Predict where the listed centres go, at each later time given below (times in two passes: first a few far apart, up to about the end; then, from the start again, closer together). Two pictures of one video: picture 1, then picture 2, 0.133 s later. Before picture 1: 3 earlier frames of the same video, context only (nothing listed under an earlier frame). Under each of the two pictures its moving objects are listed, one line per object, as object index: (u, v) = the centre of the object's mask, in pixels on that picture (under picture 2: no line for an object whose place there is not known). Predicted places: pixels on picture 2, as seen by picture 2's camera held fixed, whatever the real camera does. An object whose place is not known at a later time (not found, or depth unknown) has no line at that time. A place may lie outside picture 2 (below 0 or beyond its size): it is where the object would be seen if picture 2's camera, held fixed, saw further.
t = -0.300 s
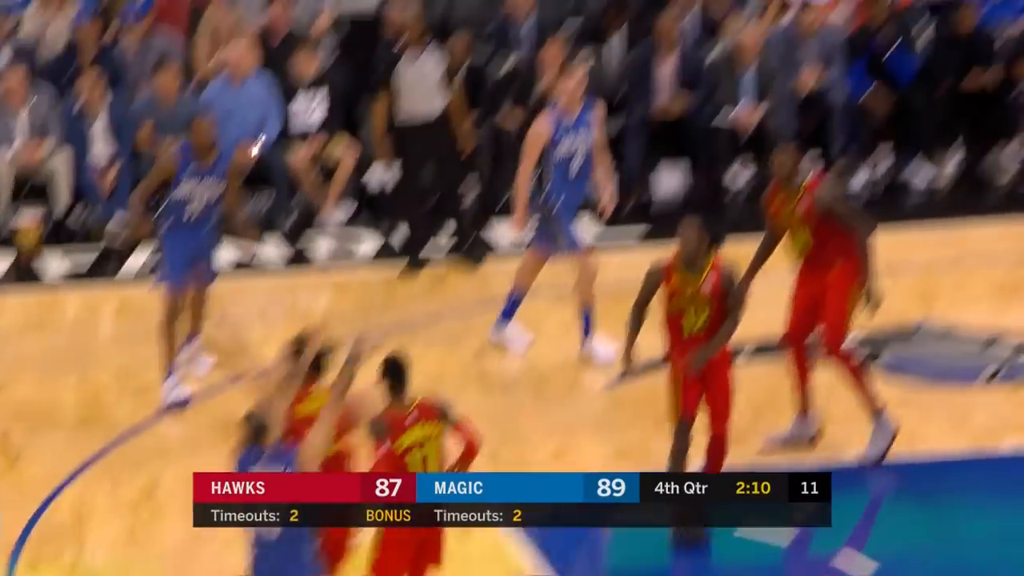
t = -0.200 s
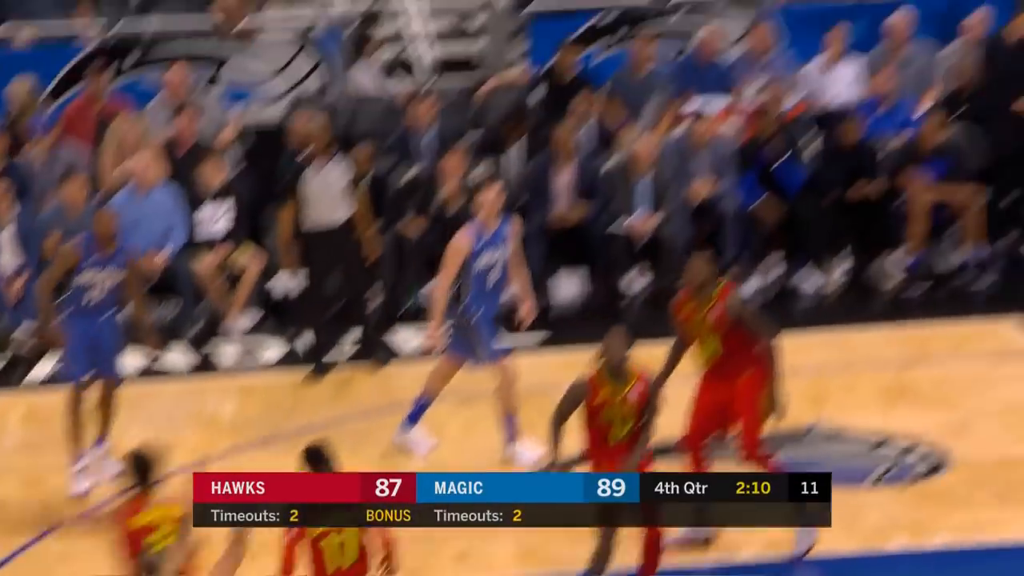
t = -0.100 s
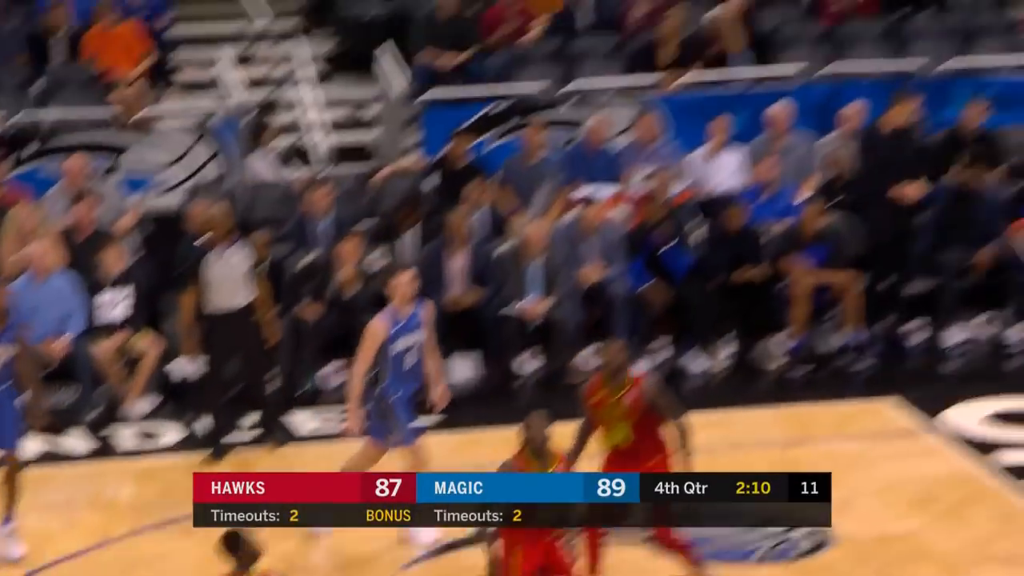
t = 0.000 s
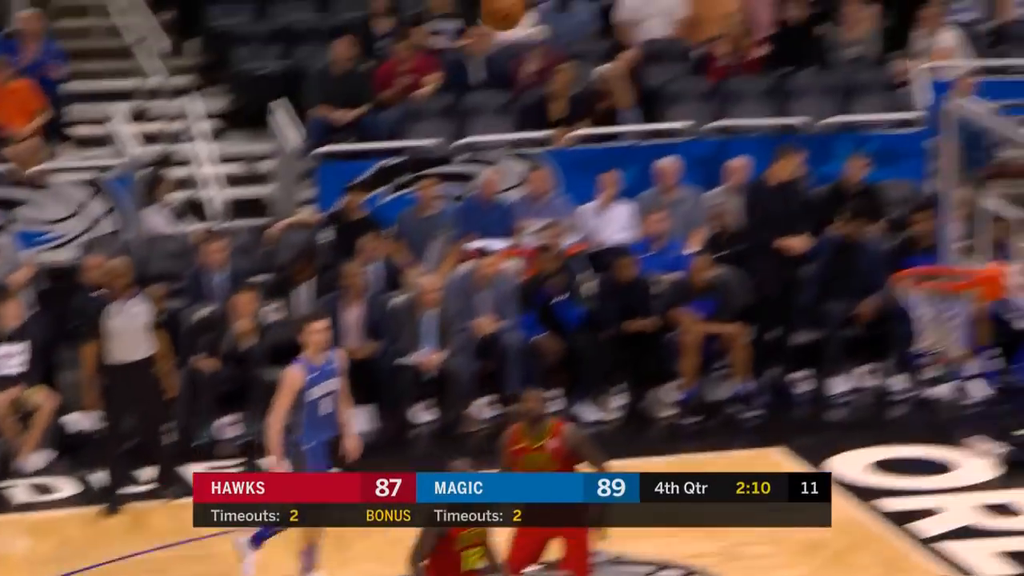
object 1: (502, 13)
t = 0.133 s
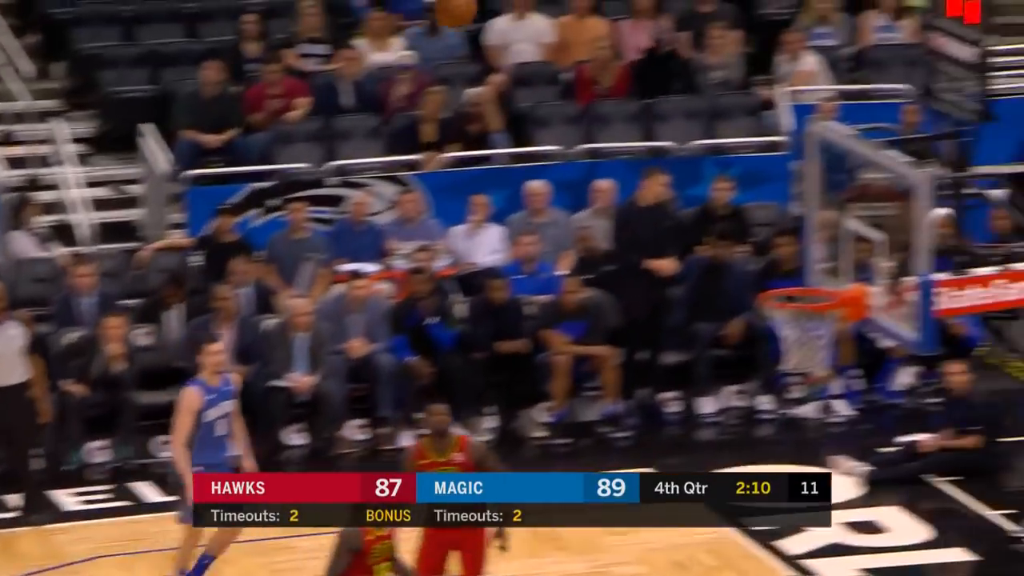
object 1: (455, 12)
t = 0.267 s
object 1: (531, 14)
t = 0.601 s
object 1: (715, 148)
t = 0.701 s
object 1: (767, 220)
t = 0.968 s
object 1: (736, 418)
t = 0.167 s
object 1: (473, 11)
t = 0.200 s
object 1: (493, 11)
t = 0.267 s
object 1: (531, 14)
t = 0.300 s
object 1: (550, 19)
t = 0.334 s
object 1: (568, 27)
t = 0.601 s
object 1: (715, 148)
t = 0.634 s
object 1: (732, 170)
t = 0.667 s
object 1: (749, 193)
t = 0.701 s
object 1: (767, 220)
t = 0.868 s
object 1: (774, 356)
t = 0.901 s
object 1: (762, 374)
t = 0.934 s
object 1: (749, 395)
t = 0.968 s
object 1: (736, 418)
